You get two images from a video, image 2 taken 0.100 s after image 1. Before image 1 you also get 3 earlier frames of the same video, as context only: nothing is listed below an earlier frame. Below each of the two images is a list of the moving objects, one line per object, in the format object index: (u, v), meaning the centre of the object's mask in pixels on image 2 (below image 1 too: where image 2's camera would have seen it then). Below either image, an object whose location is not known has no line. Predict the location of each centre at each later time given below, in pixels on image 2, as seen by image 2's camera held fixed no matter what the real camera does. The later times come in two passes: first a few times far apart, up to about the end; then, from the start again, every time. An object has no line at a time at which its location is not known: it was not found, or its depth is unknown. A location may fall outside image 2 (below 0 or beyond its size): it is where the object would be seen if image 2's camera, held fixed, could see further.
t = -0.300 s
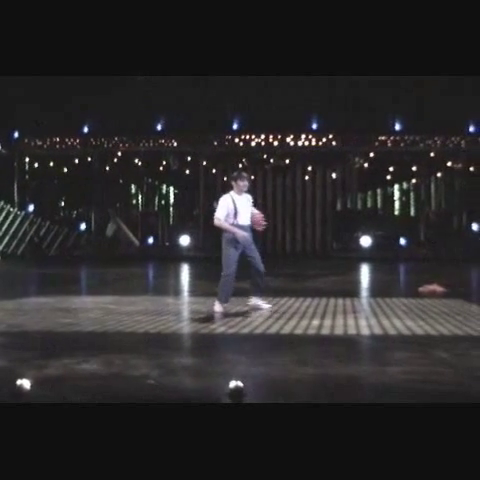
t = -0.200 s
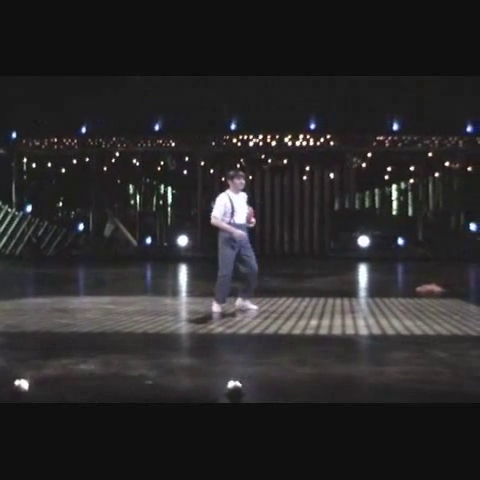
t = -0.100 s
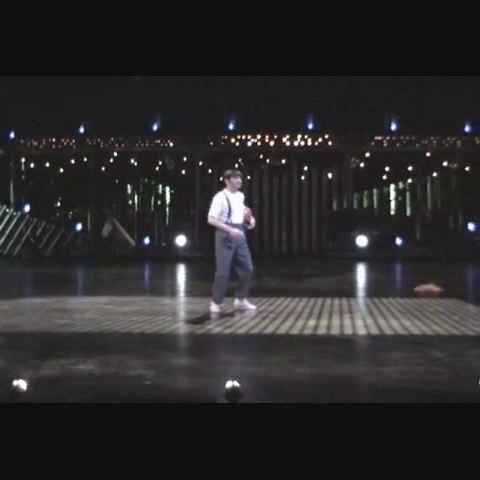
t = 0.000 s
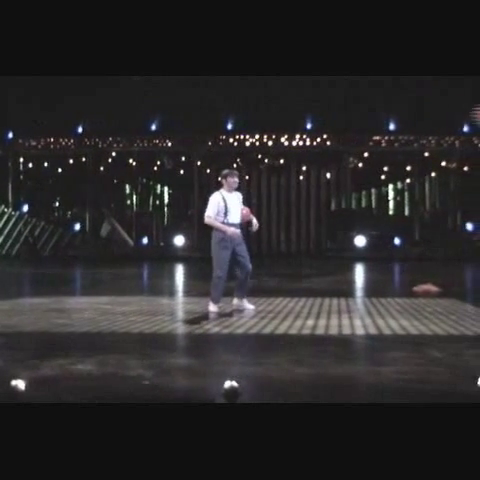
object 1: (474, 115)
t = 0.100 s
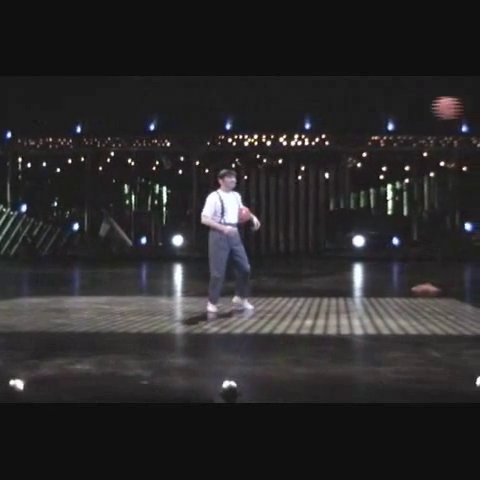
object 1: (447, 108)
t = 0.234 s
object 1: (399, 111)
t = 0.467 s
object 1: (324, 156)
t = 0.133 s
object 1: (435, 108)
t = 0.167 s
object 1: (423, 108)
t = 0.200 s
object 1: (410, 110)
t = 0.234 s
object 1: (399, 111)
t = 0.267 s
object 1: (387, 116)
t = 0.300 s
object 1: (376, 120)
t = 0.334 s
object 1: (365, 126)
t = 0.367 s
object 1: (355, 133)
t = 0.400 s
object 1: (345, 140)
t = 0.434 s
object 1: (334, 148)
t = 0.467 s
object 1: (324, 156)
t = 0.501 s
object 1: (314, 166)
